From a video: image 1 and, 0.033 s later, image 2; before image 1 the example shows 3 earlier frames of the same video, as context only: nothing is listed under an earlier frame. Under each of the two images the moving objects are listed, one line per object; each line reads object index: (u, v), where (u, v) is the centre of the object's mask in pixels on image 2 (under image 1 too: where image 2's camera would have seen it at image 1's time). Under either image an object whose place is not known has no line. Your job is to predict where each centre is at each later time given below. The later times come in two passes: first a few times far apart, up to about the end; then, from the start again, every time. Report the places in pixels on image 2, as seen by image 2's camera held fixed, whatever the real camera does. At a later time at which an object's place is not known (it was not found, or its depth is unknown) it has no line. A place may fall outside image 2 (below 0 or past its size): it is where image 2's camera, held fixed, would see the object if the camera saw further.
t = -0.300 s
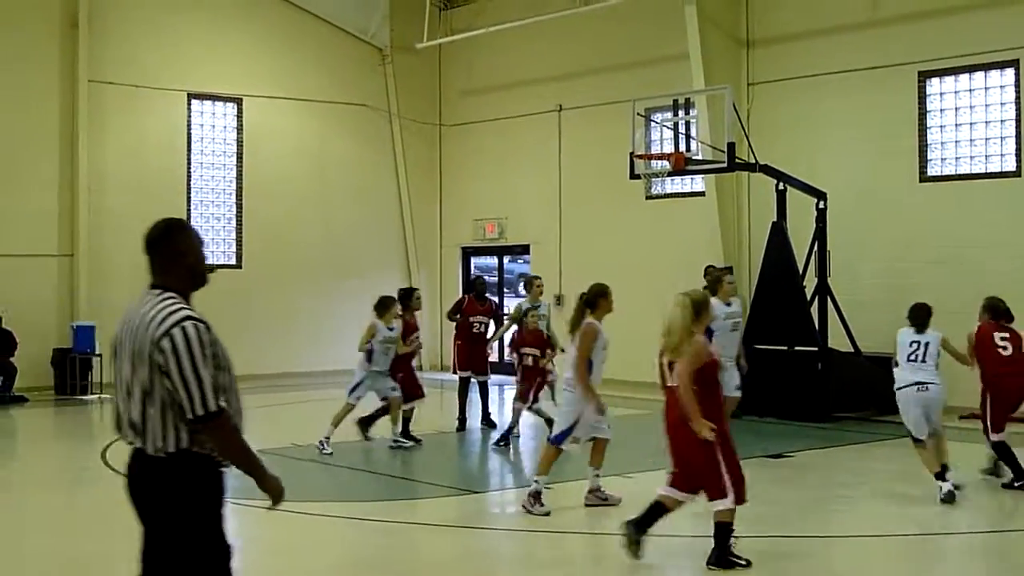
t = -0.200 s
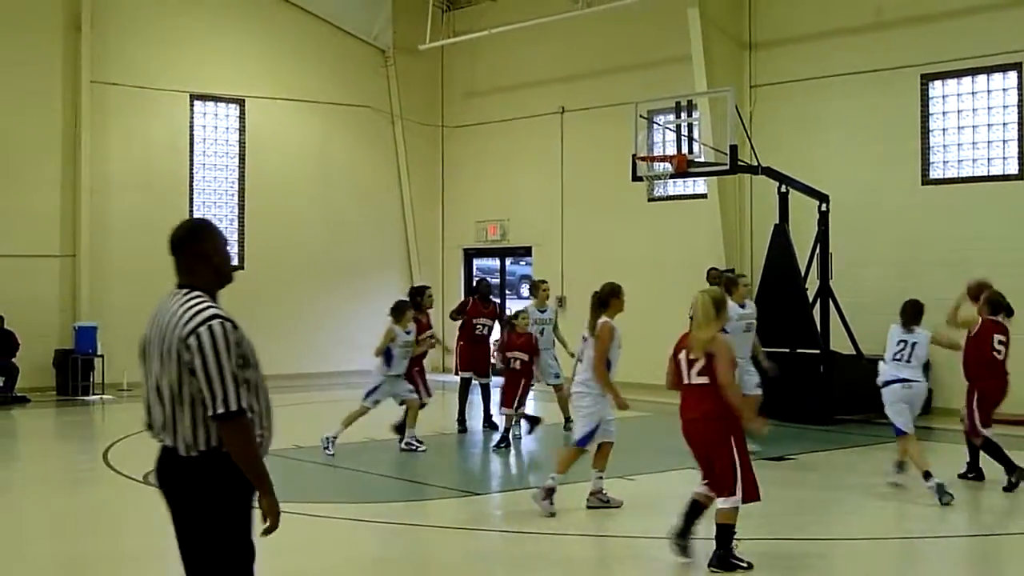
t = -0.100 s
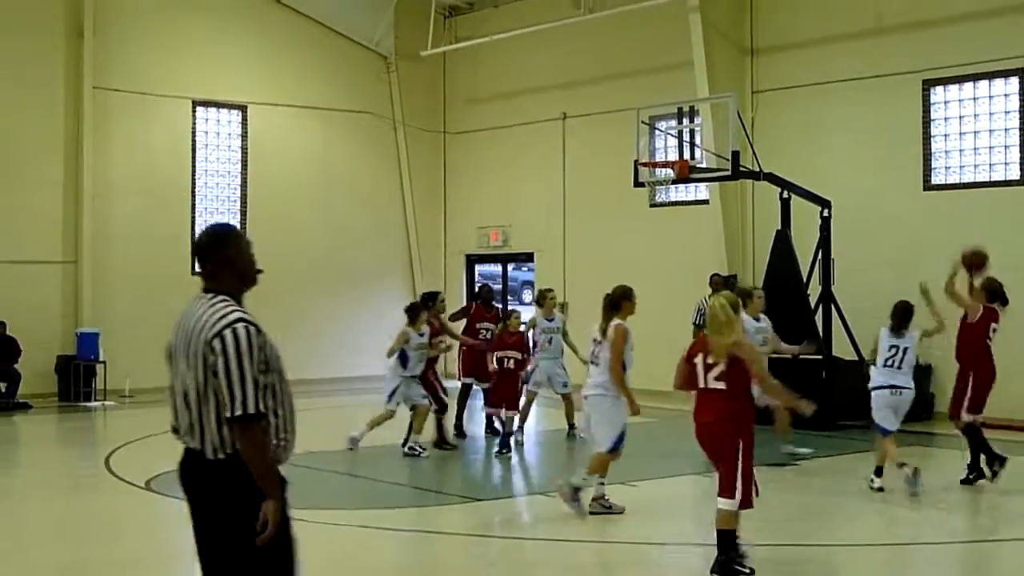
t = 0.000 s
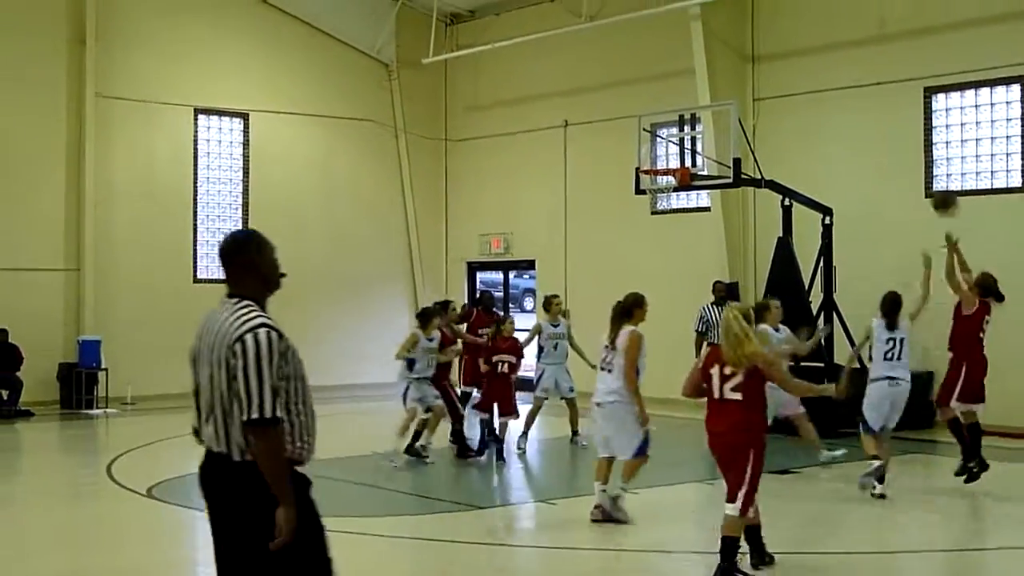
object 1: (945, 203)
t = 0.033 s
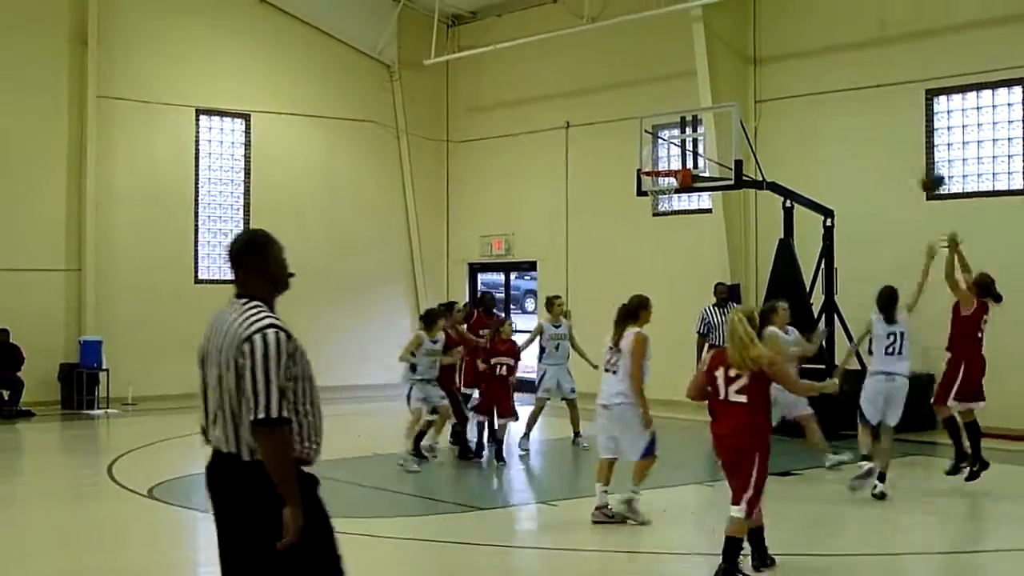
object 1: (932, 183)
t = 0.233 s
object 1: (865, 92)
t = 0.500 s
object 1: (787, 48)
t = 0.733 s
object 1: (727, 69)
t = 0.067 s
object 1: (920, 164)
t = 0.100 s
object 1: (909, 146)
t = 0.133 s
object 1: (897, 131)
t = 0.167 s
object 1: (886, 116)
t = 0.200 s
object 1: (876, 103)
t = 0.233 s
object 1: (865, 92)
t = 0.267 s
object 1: (855, 83)
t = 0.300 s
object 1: (845, 74)
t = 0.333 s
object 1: (834, 66)
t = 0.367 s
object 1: (825, 61)
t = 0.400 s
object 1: (815, 56)
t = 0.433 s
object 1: (806, 52)
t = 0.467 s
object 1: (796, 49)
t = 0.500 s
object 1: (787, 48)
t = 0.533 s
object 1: (779, 48)
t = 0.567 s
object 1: (770, 49)
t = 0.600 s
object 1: (761, 51)
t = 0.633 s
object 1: (752, 55)
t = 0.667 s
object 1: (744, 58)
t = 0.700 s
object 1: (736, 62)
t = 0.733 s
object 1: (727, 69)
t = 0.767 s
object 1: (720, 75)
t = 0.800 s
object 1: (712, 82)
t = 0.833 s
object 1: (704, 91)
